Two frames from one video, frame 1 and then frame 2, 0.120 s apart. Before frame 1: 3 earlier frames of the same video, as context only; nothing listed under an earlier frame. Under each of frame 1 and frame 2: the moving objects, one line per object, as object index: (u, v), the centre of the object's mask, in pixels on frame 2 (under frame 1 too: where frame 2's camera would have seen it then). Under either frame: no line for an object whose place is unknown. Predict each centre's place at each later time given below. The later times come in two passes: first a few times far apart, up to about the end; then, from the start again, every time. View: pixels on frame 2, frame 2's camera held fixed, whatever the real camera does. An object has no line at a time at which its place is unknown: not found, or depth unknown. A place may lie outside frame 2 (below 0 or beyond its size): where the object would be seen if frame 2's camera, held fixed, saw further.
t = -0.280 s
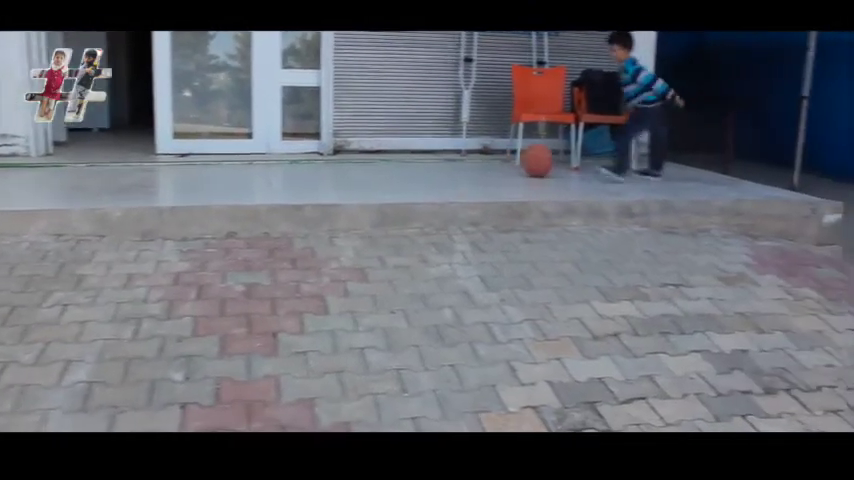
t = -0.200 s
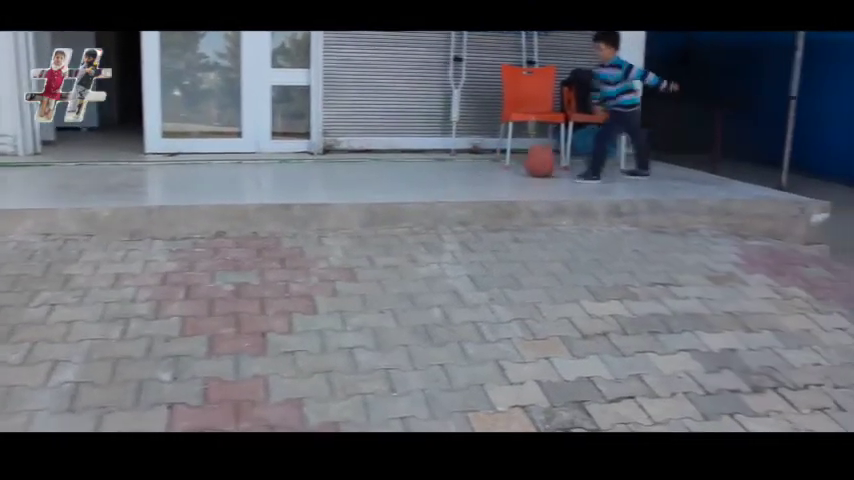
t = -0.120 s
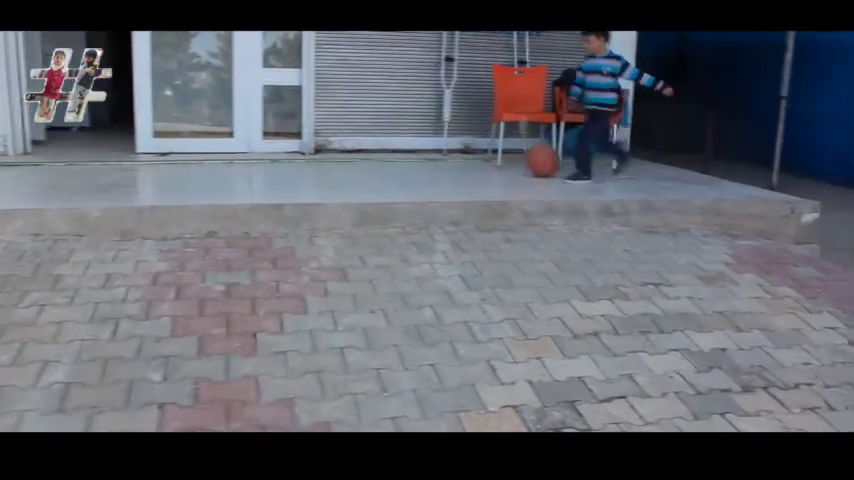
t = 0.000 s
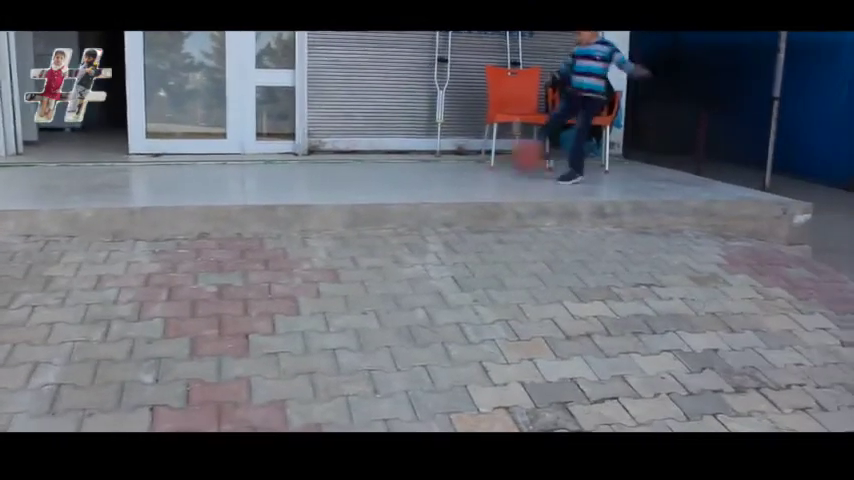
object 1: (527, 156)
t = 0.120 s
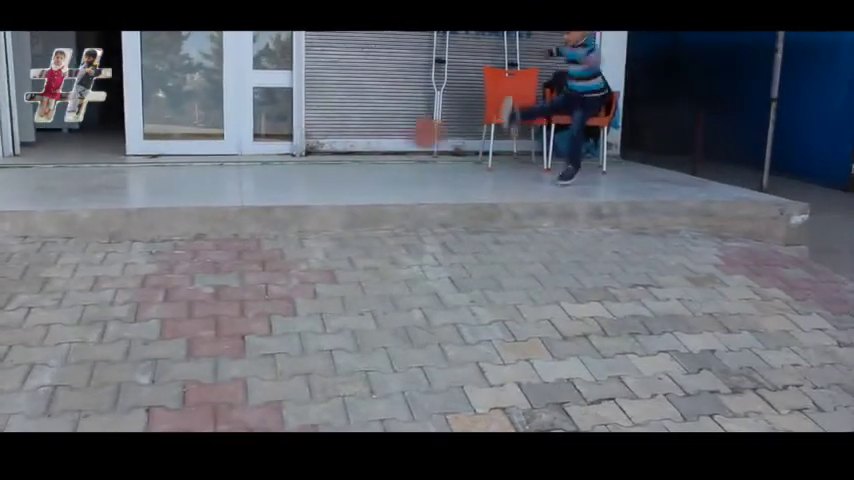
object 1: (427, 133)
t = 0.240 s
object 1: (318, 129)
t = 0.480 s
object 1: (112, 166)
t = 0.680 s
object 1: (7, 169)
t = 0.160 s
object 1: (391, 129)
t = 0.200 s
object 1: (355, 127)
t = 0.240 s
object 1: (318, 129)
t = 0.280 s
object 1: (280, 130)
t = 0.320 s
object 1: (244, 138)
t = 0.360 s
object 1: (208, 145)
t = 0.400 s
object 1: (171, 156)
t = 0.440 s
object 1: (136, 169)
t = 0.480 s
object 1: (112, 166)
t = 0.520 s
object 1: (90, 161)
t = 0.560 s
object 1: (68, 160)
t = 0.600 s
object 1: (46, 163)
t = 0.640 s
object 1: (25, 167)
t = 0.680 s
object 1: (7, 169)
